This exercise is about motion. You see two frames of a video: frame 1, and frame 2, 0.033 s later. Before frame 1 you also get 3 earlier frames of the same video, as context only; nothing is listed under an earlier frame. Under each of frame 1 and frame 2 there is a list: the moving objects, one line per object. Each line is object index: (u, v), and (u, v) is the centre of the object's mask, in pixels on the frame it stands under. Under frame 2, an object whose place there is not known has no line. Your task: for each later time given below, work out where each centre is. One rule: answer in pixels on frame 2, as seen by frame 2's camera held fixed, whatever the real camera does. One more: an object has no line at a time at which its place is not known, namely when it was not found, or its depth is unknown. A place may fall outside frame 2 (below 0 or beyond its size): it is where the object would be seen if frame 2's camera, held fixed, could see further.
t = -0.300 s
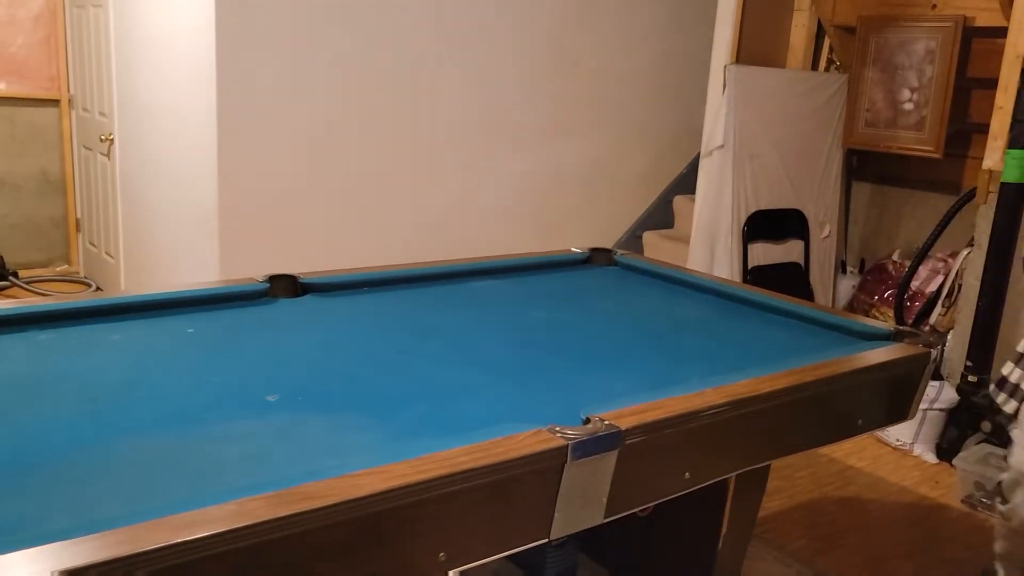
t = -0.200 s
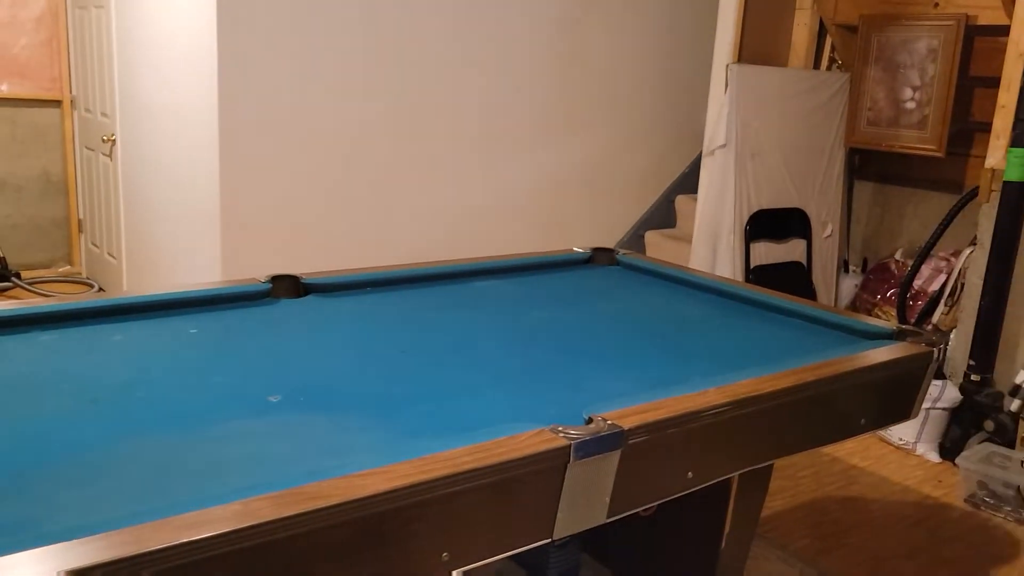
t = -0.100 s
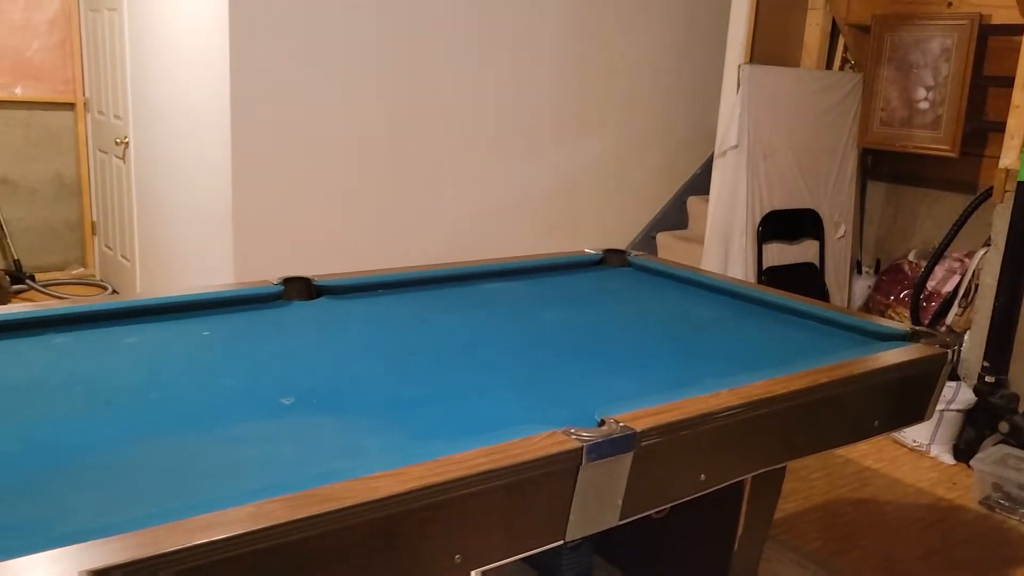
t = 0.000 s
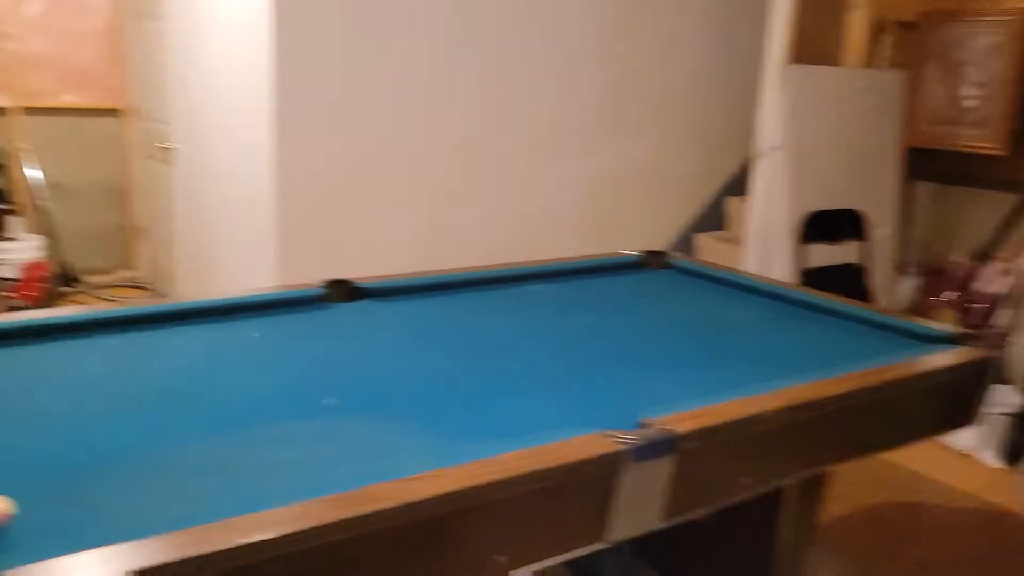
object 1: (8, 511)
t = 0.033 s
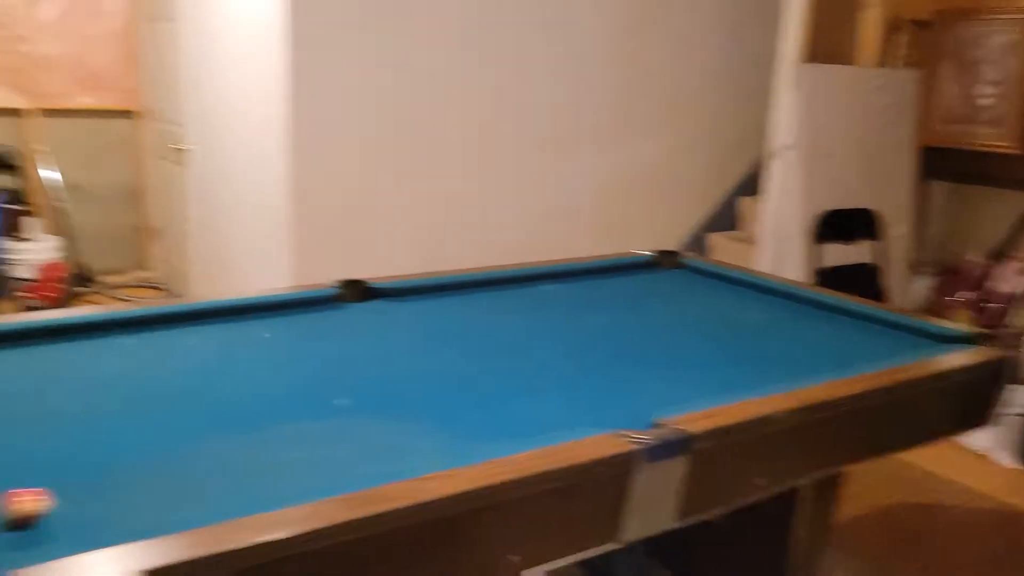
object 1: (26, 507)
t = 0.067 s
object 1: (44, 500)
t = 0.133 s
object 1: (81, 489)
